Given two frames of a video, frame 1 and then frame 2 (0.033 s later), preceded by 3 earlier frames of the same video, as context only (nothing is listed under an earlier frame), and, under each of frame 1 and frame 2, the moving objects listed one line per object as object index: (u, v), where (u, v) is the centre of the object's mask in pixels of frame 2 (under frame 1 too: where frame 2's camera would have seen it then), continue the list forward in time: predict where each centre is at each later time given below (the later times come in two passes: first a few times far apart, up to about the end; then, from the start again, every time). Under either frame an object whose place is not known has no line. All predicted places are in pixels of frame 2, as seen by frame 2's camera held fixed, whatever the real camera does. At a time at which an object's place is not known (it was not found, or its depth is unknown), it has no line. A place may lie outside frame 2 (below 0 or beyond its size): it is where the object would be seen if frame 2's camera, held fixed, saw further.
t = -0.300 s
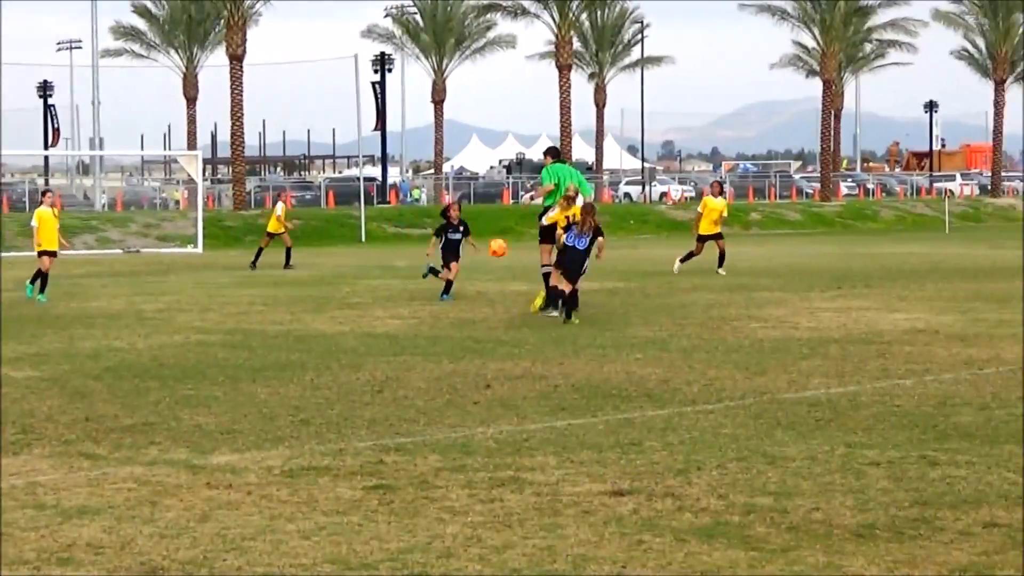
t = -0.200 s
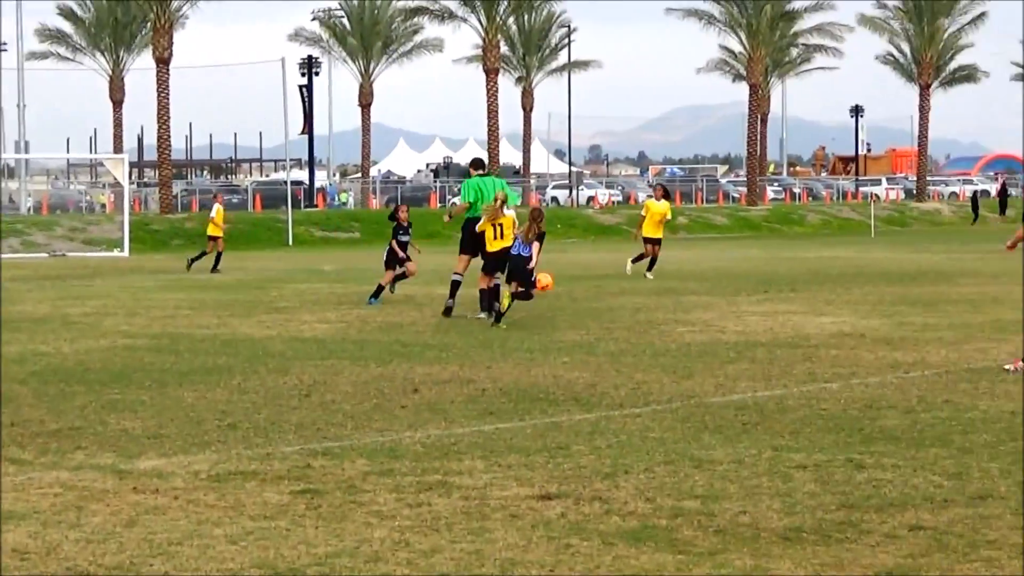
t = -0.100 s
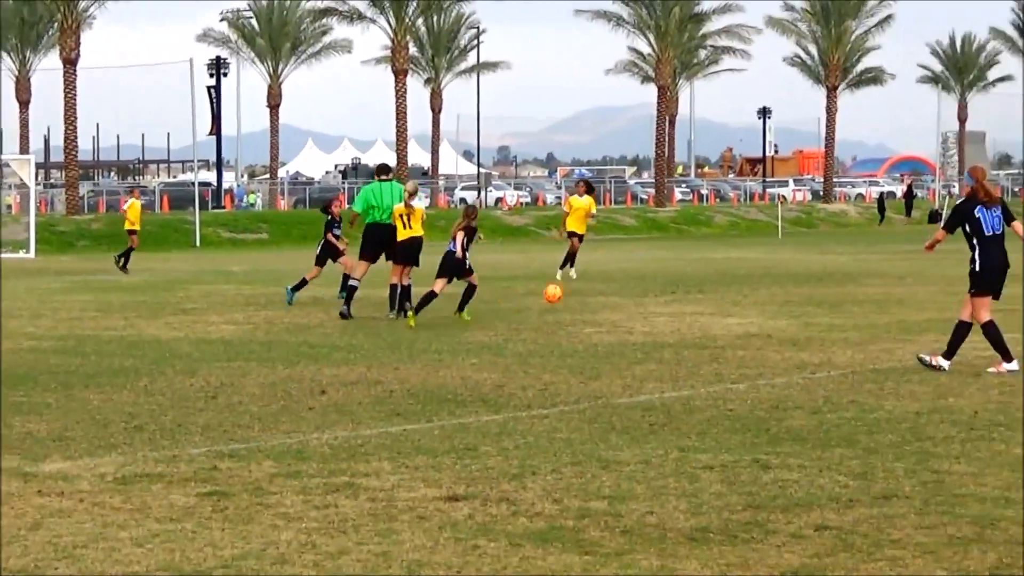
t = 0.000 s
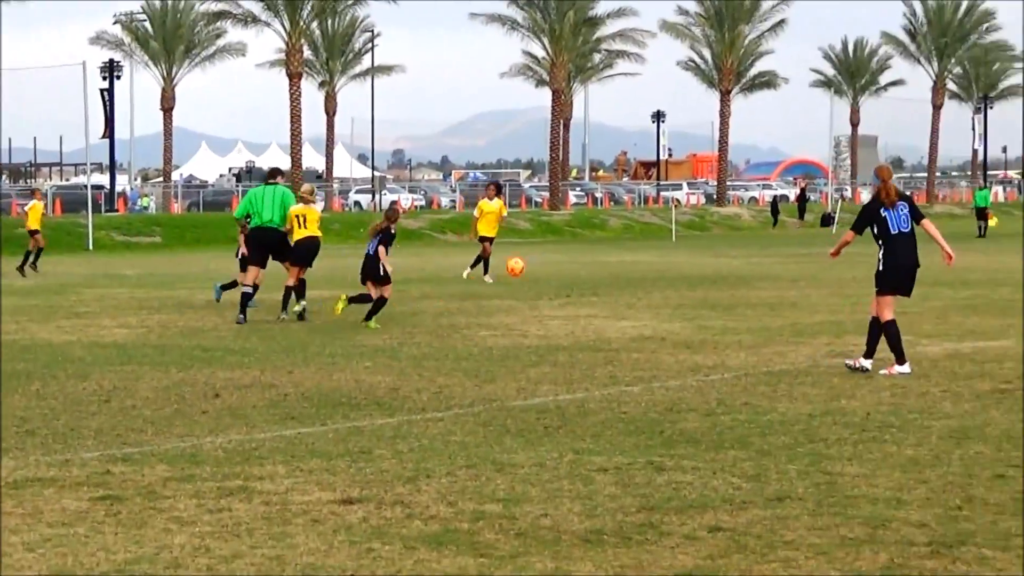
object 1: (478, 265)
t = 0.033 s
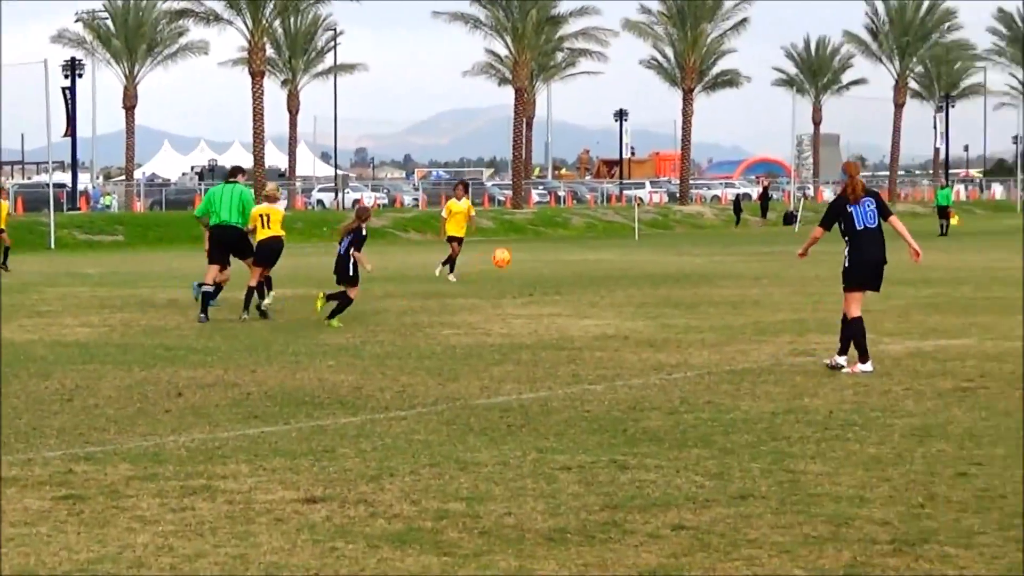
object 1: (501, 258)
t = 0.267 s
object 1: (661, 231)
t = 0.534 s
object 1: (844, 261)
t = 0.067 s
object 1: (524, 251)
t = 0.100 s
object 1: (547, 245)
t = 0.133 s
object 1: (570, 240)
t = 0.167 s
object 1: (593, 236)
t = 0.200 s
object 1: (616, 233)
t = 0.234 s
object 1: (638, 232)
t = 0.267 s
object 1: (661, 231)
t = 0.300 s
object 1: (684, 232)
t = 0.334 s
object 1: (707, 233)
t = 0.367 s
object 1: (730, 234)
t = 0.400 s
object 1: (753, 238)
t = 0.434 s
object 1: (776, 243)
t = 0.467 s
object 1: (799, 247)
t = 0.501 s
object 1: (821, 254)
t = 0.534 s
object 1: (844, 261)
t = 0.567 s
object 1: (867, 270)
